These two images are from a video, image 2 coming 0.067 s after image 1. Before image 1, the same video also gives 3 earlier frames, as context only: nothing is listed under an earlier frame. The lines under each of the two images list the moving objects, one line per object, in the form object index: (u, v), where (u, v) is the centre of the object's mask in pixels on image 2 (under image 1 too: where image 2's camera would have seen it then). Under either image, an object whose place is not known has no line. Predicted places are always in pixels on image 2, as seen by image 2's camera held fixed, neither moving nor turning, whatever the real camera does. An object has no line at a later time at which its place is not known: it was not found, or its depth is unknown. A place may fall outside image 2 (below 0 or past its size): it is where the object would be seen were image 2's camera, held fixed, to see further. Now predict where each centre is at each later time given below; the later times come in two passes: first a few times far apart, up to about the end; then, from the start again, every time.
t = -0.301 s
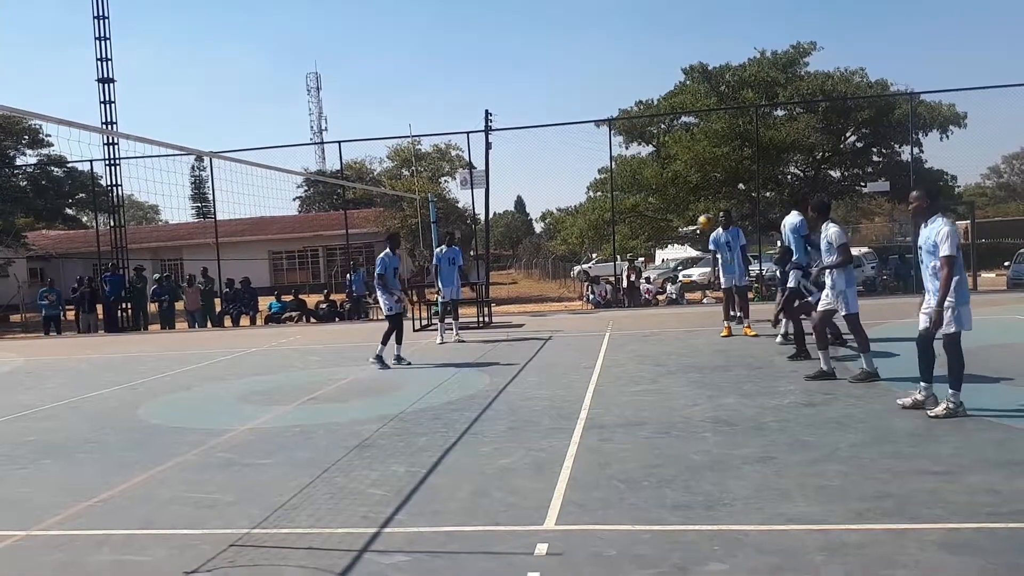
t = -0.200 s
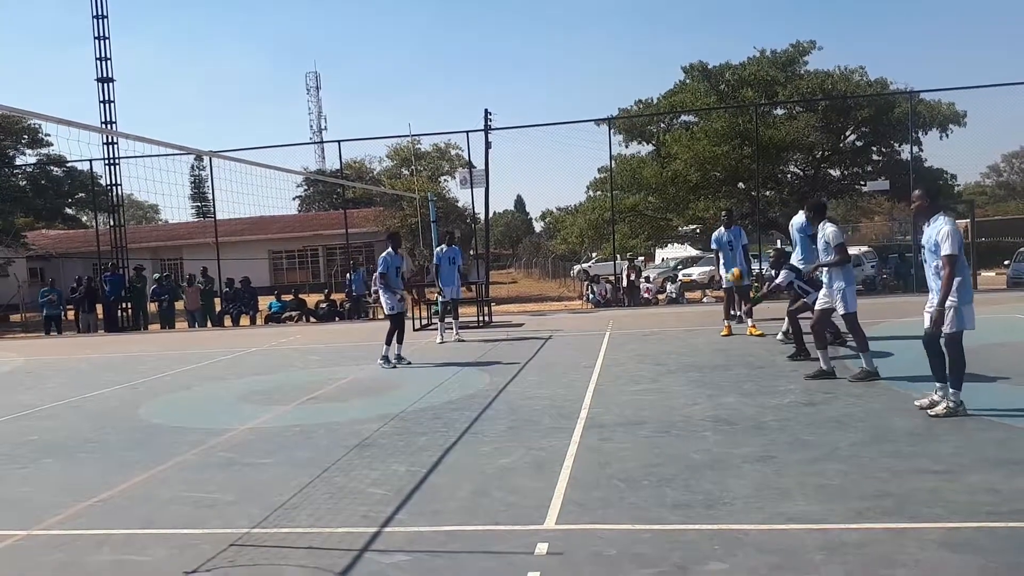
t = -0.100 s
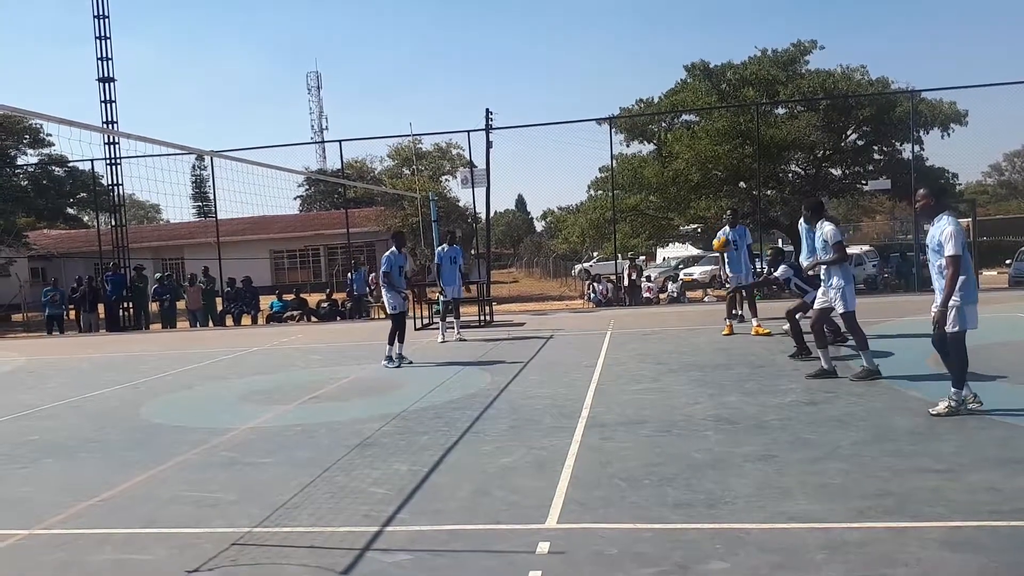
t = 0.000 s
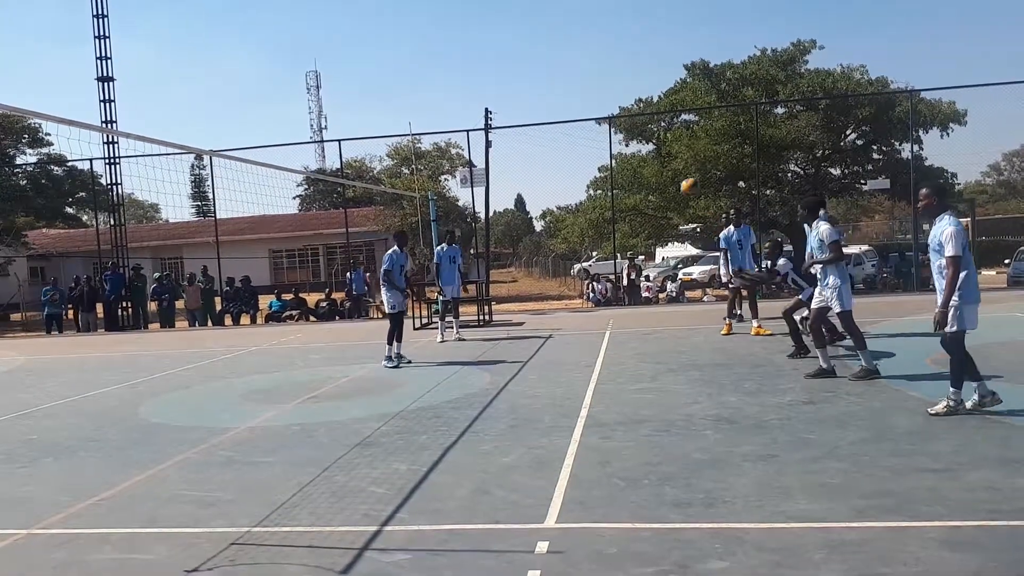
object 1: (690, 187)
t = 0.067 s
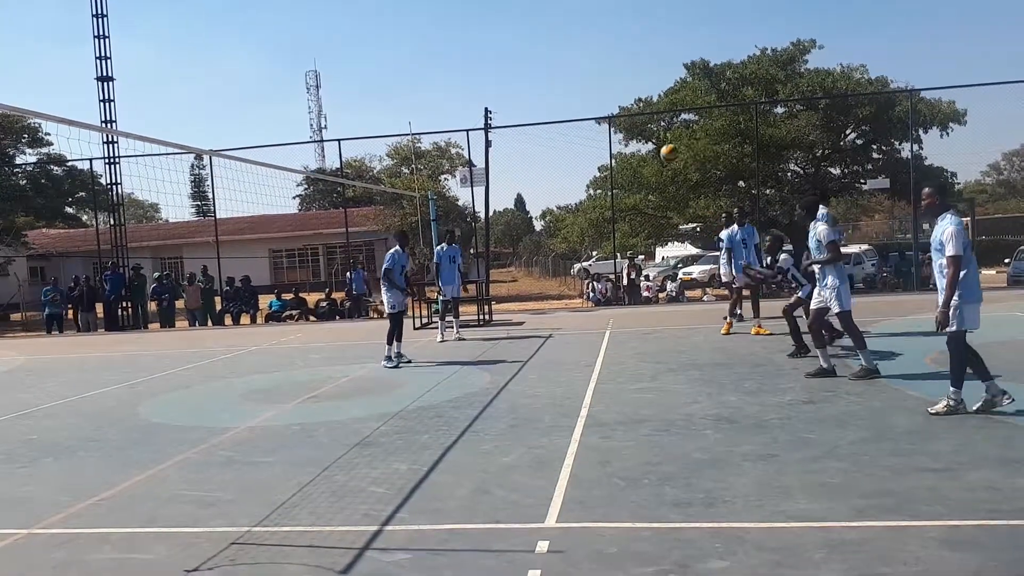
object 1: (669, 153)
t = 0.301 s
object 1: (604, 66)
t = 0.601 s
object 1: (530, 19)
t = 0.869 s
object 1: (474, 43)
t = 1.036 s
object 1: (442, 88)
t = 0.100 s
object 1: (659, 137)
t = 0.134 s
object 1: (649, 123)
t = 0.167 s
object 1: (639, 109)
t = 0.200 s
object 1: (631, 98)
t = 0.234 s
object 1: (621, 86)
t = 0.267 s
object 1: (612, 76)
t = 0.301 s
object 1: (604, 66)
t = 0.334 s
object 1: (595, 57)
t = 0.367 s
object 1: (586, 49)
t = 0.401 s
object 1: (577, 42)
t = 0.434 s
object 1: (569, 36)
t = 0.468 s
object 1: (561, 31)
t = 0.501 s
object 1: (553, 26)
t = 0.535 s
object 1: (545, 23)
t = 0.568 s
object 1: (537, 21)
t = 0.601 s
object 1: (530, 19)
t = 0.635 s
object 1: (522, 19)
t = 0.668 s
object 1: (515, 19)
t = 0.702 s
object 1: (508, 21)
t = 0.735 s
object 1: (500, 23)
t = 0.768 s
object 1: (494, 26)
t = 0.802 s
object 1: (487, 31)
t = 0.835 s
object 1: (480, 36)
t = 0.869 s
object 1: (474, 43)
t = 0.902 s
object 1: (468, 50)
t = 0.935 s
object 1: (461, 58)
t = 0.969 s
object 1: (454, 67)
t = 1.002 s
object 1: (448, 77)
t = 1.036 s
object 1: (442, 88)
